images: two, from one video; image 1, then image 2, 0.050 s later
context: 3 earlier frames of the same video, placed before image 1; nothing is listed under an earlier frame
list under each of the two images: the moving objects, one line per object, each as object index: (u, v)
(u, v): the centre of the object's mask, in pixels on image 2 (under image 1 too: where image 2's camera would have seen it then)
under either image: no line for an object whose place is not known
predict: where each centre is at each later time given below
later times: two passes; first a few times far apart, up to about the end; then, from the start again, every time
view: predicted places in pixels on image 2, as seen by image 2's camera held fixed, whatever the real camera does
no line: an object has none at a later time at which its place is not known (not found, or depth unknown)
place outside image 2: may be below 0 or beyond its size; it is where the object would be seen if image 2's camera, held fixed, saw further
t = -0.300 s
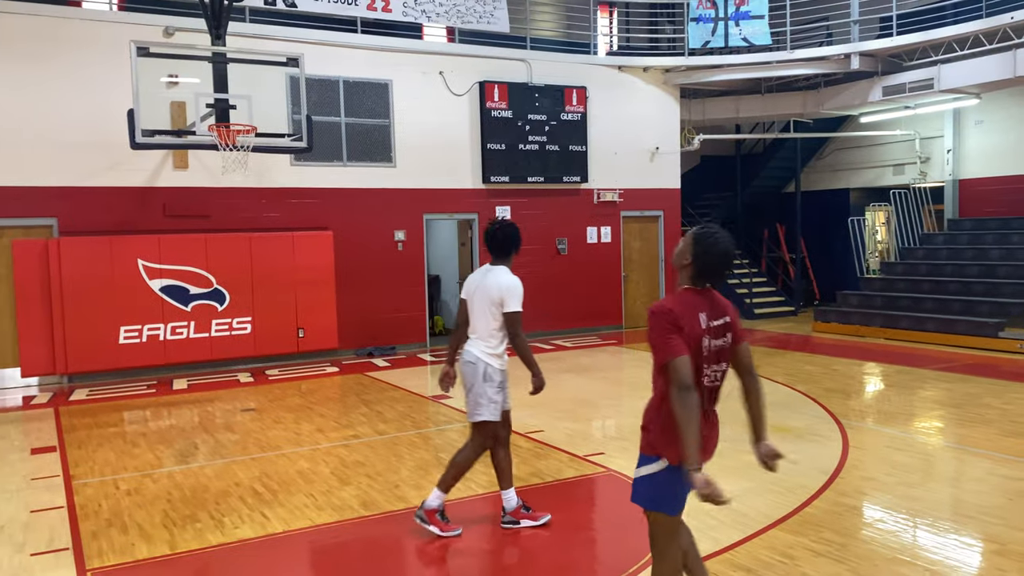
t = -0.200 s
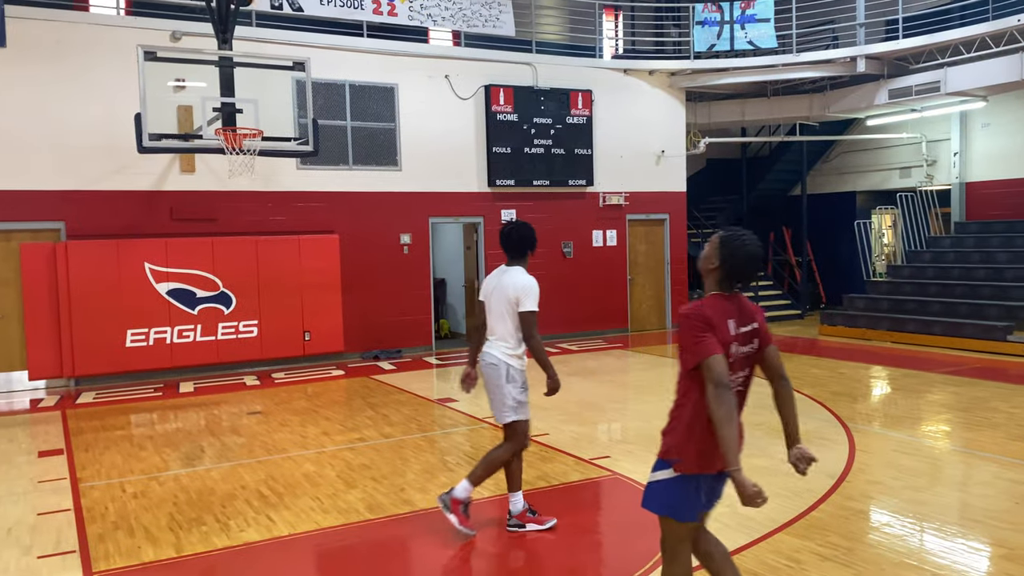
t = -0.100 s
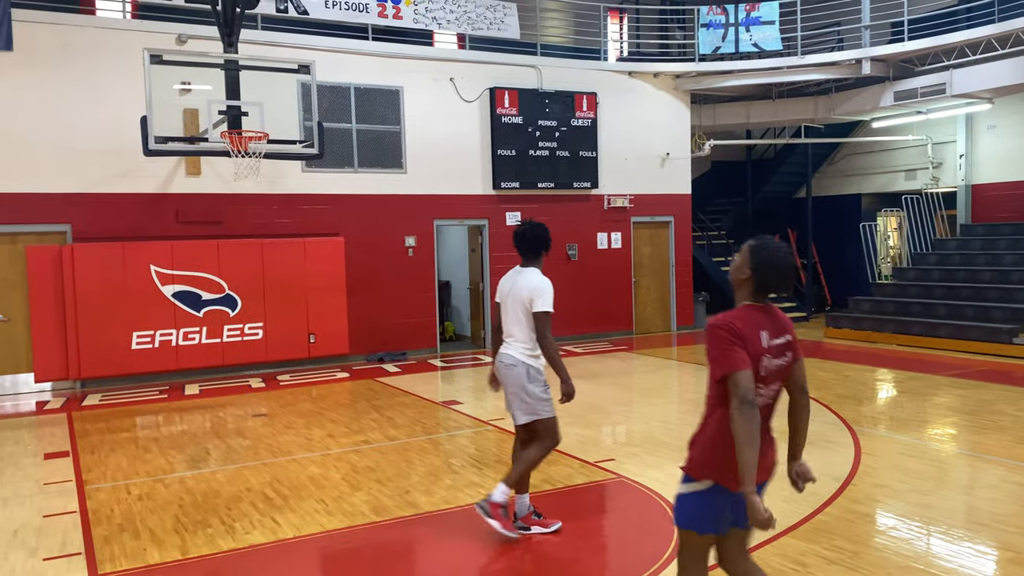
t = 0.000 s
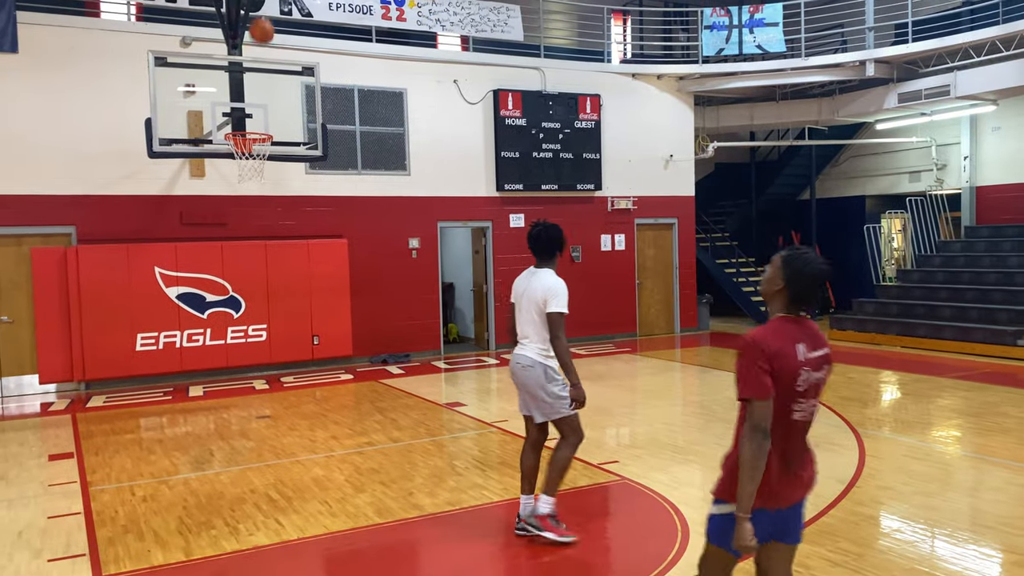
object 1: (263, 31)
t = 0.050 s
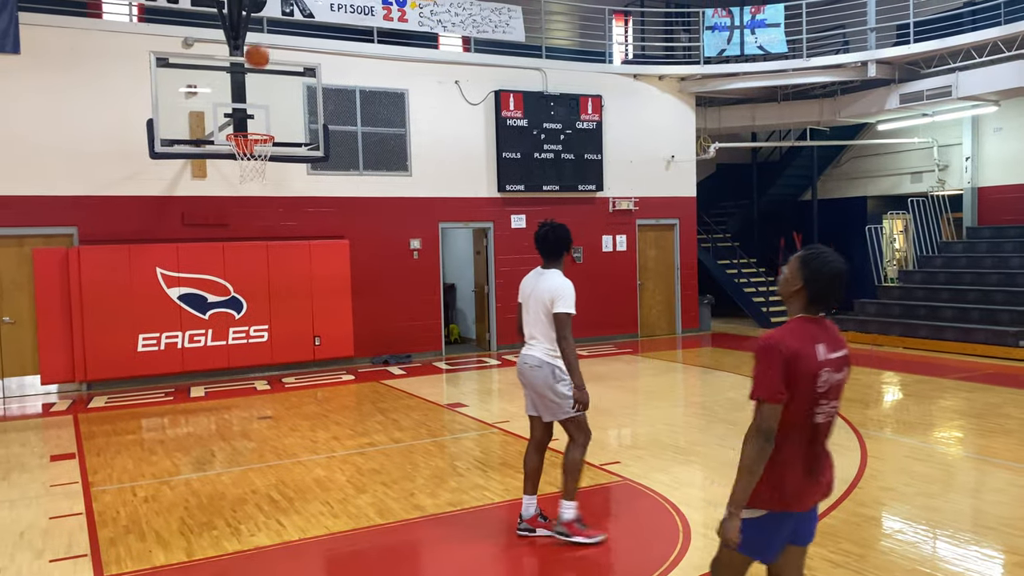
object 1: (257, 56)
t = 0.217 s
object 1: (244, 141)
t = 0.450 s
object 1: (282, 220)
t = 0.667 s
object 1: (319, 322)
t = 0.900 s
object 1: (351, 352)
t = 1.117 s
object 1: (377, 280)
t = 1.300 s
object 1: (400, 249)
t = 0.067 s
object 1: (255, 64)
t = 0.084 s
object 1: (253, 73)
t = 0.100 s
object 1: (251, 80)
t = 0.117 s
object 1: (250, 89)
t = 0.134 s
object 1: (248, 98)
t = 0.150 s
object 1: (246, 107)
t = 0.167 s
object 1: (244, 116)
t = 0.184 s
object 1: (243, 123)
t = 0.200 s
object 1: (240, 128)
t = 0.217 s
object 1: (244, 141)
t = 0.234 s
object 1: (244, 147)
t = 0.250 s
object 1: (246, 152)
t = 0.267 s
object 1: (250, 163)
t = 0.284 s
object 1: (253, 168)
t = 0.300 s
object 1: (256, 174)
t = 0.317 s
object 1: (259, 177)
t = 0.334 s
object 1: (262, 182)
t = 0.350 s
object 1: (264, 186)
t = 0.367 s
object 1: (267, 191)
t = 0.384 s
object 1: (270, 197)
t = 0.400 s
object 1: (273, 203)
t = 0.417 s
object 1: (276, 208)
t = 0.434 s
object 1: (279, 214)
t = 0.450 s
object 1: (282, 220)
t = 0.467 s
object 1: (285, 228)
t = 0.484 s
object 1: (288, 233)
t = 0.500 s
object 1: (290, 240)
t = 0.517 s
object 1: (293, 248)
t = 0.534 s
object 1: (295, 256)
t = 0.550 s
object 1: (299, 264)
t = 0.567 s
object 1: (301, 271)
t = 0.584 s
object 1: (304, 278)
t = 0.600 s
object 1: (307, 287)
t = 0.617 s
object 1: (309, 294)
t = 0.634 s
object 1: (314, 302)
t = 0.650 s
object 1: (317, 313)
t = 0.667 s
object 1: (319, 322)
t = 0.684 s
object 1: (321, 331)
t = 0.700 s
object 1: (323, 340)
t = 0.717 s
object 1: (327, 350)
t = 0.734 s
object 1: (329, 360)
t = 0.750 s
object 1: (331, 368)
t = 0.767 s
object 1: (334, 380)
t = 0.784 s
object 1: (336, 393)
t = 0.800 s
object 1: (338, 397)
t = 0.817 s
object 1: (340, 390)
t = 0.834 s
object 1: (344, 382)
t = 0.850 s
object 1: (345, 374)
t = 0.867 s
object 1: (347, 366)
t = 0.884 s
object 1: (349, 360)
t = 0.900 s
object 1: (351, 352)
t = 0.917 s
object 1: (354, 346)
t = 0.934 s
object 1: (355, 339)
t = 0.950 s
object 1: (357, 333)
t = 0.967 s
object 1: (359, 326)
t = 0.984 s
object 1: (362, 320)
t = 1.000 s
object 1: (363, 314)
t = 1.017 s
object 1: (364, 309)
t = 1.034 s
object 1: (366, 303)
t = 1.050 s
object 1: (368, 298)
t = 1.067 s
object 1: (370, 293)
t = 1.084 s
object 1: (373, 289)
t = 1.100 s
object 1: (374, 284)
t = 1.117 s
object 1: (377, 280)
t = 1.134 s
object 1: (379, 276)
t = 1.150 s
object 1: (381, 272)
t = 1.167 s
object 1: (383, 268)
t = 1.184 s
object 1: (385, 265)
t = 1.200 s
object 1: (387, 262)
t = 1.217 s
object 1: (390, 259)
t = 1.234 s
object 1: (391, 257)
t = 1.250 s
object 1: (394, 254)
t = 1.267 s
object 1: (395, 252)
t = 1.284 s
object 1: (398, 250)
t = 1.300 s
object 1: (400, 249)
